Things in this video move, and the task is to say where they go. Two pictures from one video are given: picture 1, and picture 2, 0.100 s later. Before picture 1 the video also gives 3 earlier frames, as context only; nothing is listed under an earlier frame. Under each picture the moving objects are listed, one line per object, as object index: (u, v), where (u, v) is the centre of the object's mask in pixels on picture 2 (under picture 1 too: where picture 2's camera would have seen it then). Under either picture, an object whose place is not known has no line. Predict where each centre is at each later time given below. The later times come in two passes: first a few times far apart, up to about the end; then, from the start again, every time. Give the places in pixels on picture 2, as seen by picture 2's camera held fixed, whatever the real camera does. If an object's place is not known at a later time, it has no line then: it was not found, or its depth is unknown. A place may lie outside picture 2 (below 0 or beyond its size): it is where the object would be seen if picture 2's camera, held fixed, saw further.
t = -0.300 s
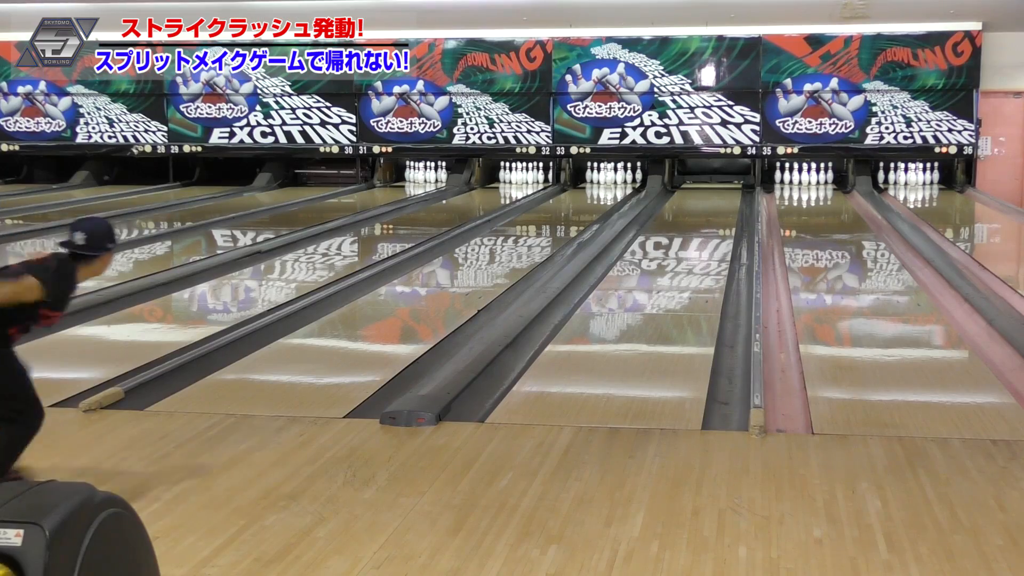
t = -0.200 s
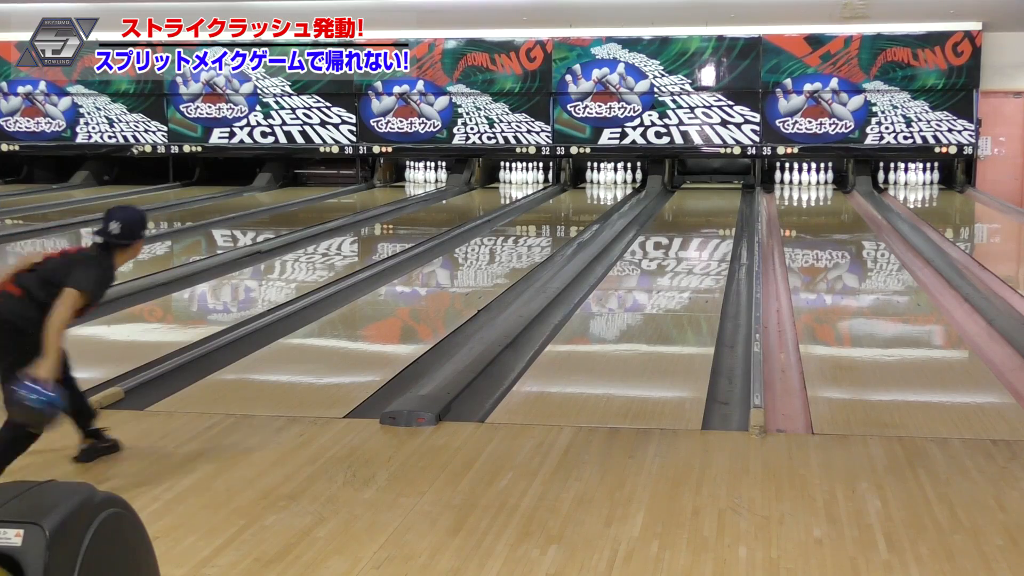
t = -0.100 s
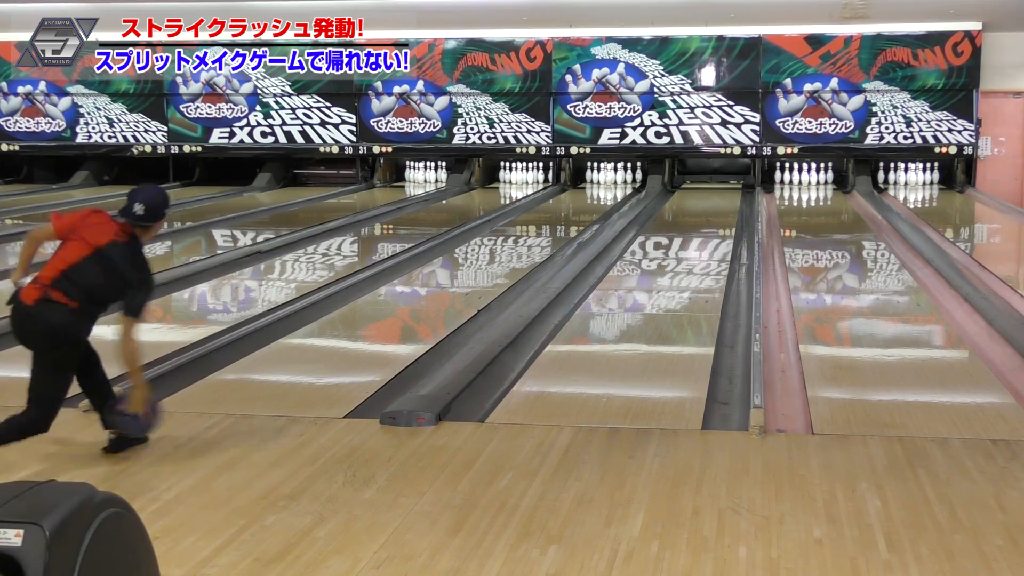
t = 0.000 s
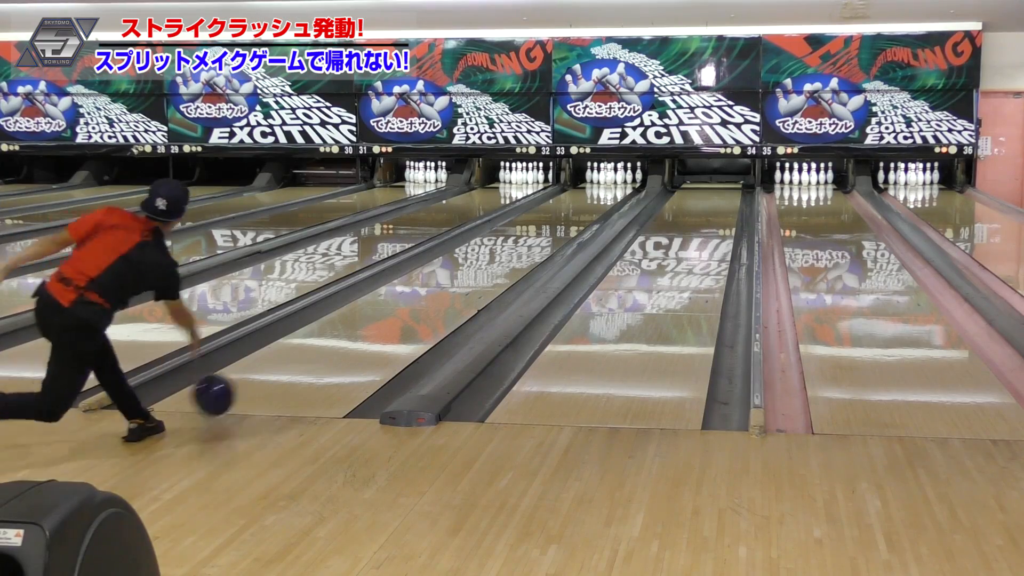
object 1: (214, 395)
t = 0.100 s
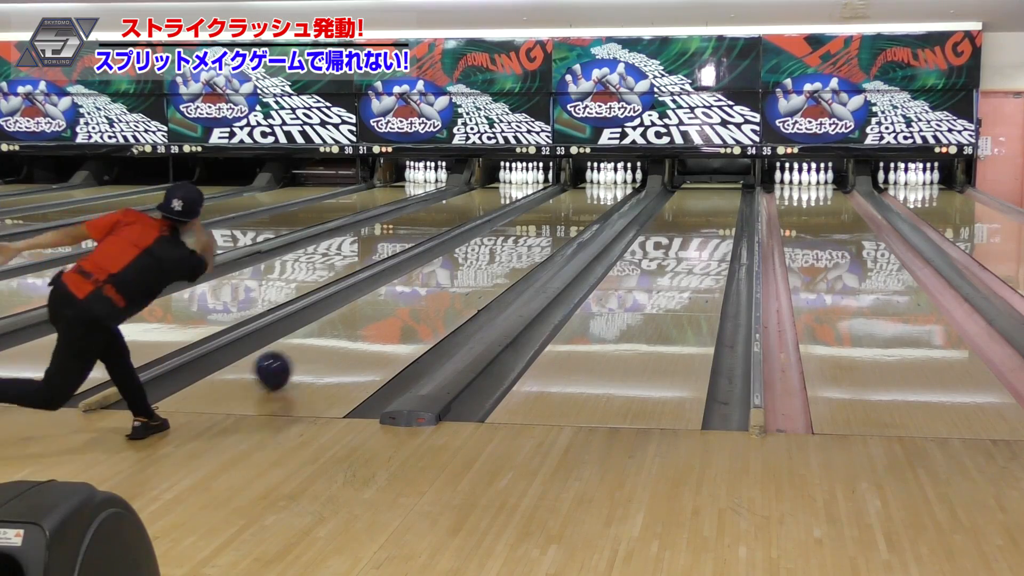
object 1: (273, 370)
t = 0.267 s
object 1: (349, 331)
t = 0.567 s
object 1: (442, 284)
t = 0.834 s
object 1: (497, 255)
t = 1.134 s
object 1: (541, 232)
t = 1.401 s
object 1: (571, 217)
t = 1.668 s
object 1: (592, 204)
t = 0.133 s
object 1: (290, 361)
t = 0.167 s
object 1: (306, 353)
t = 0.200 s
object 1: (321, 345)
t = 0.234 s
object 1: (335, 338)
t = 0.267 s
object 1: (349, 331)
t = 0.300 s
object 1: (362, 325)
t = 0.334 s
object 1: (374, 319)
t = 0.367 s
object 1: (385, 313)
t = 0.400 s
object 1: (396, 307)
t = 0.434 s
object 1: (406, 302)
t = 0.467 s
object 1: (416, 297)
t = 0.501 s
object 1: (425, 292)
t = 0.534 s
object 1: (434, 288)
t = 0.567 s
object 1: (442, 284)
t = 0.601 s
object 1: (450, 280)
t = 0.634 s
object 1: (458, 276)
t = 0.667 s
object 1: (465, 272)
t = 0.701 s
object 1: (472, 268)
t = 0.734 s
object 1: (479, 265)
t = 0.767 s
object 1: (486, 261)
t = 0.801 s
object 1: (491, 258)
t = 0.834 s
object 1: (497, 255)
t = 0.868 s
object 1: (503, 252)
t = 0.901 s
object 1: (508, 249)
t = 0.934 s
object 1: (514, 246)
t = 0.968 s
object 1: (519, 244)
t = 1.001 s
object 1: (524, 241)
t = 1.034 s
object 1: (529, 239)
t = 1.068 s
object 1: (533, 237)
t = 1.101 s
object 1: (537, 234)
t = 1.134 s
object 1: (541, 232)
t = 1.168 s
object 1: (546, 230)
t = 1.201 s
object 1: (549, 228)
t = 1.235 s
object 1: (554, 226)
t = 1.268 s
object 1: (557, 224)
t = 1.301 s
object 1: (561, 222)
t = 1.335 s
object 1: (564, 220)
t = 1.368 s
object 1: (567, 218)
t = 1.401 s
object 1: (571, 217)
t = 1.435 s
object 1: (574, 215)
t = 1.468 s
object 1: (577, 213)
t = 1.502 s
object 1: (580, 211)
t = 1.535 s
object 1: (582, 210)
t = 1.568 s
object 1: (585, 208)
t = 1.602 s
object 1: (588, 207)
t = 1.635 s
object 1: (590, 205)
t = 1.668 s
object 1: (592, 204)
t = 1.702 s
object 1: (594, 203)
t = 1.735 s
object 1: (597, 201)
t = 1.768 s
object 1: (599, 200)
